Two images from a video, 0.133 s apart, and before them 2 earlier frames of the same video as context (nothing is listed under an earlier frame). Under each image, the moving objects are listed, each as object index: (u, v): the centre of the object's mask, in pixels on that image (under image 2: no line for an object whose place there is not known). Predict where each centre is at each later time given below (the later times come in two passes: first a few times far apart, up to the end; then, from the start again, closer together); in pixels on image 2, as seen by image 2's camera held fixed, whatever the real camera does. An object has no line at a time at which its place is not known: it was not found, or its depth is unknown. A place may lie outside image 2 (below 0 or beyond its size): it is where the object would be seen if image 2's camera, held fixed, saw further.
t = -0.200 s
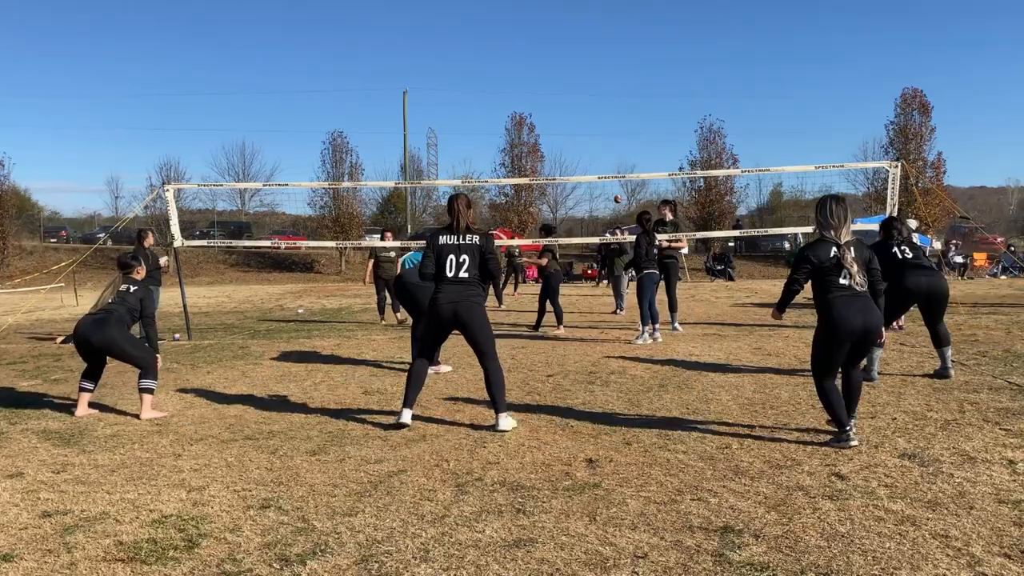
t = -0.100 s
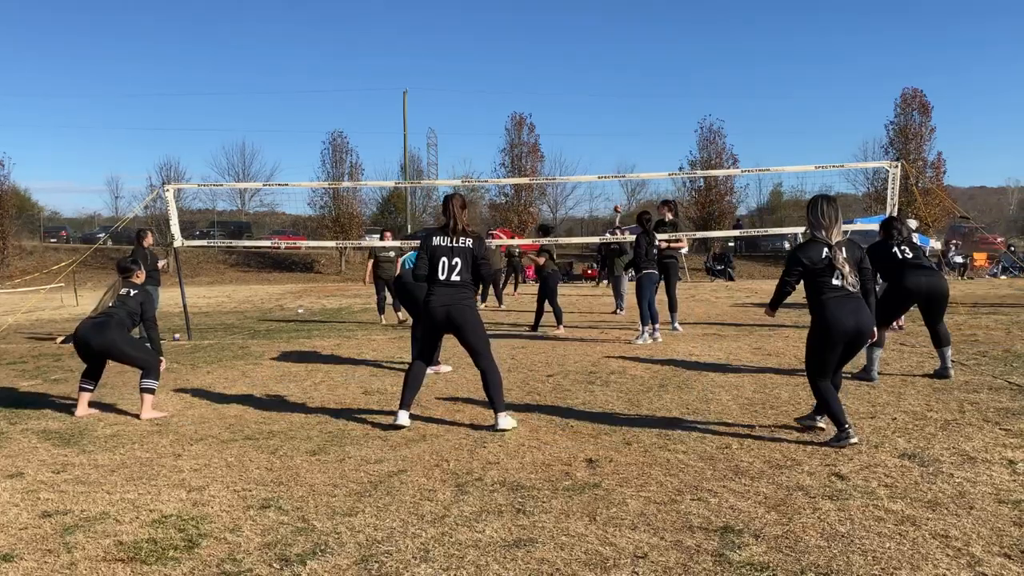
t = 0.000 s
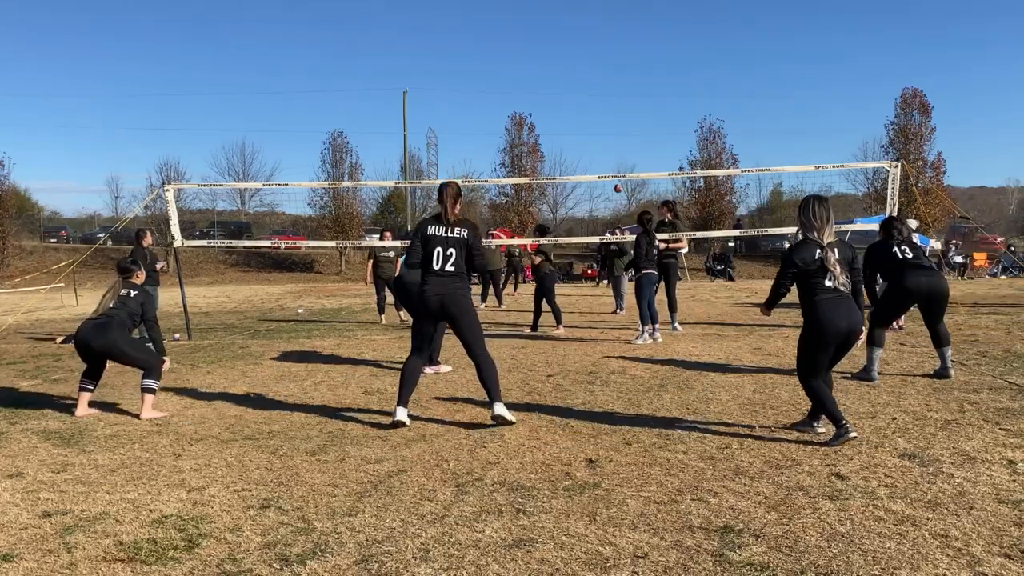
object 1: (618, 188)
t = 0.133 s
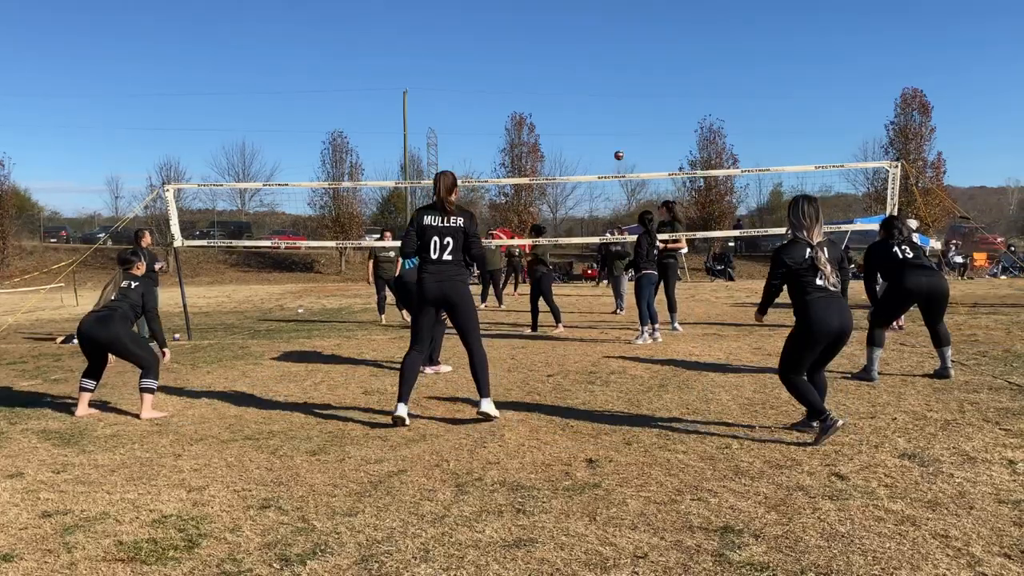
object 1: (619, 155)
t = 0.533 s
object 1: (635, 71)
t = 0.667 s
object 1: (645, 50)
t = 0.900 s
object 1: (666, 40)
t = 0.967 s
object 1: (673, 48)
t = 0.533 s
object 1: (635, 71)
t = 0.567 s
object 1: (637, 66)
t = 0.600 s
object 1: (640, 60)
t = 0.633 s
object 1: (642, 55)
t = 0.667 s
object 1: (645, 50)
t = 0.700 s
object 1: (648, 46)
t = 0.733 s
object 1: (650, 43)
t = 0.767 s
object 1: (653, 41)
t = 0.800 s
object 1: (656, 39)
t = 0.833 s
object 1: (659, 38)
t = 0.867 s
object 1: (662, 39)
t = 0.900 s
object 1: (666, 40)
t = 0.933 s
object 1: (669, 44)
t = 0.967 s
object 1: (673, 48)
